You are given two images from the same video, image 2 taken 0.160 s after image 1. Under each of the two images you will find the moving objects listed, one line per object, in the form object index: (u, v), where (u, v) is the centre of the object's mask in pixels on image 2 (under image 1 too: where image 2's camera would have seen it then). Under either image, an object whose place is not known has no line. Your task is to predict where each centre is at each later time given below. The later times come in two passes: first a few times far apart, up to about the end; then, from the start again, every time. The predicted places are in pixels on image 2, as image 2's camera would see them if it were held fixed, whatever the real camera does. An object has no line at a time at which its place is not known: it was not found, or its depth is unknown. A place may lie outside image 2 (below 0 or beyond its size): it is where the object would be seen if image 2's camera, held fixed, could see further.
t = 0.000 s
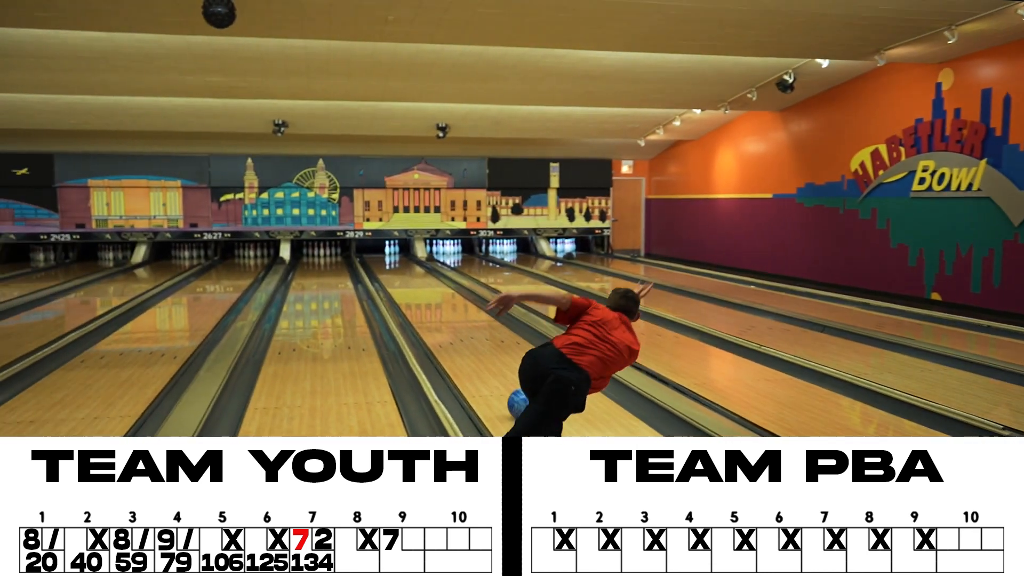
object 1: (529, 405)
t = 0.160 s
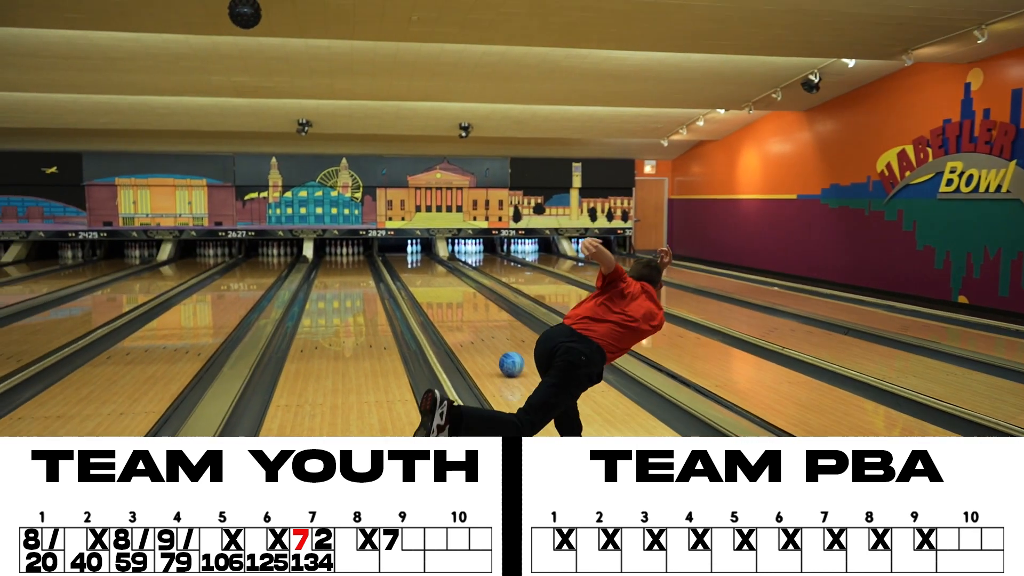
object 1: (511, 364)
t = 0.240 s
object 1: (503, 349)
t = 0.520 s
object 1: (479, 316)
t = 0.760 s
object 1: (462, 295)
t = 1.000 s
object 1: (450, 282)
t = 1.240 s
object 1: (441, 272)
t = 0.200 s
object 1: (508, 358)
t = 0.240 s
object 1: (503, 349)
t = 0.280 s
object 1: (499, 344)
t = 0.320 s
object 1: (496, 339)
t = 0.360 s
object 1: (492, 332)
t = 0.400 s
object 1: (489, 328)
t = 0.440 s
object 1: (485, 322)
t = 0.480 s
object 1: (481, 319)
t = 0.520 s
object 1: (479, 316)
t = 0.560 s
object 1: (475, 311)
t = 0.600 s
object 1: (472, 308)
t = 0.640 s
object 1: (470, 305)
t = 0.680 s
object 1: (467, 301)
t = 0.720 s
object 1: (464, 299)
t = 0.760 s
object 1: (462, 295)
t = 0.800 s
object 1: (460, 293)
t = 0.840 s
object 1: (458, 291)
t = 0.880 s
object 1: (455, 288)
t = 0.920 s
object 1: (454, 286)
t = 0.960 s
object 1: (451, 284)
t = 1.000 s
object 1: (450, 282)
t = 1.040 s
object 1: (448, 280)
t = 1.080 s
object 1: (447, 278)
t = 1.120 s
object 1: (445, 277)
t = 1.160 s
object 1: (444, 275)
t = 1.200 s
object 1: (442, 274)
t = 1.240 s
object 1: (441, 272)
